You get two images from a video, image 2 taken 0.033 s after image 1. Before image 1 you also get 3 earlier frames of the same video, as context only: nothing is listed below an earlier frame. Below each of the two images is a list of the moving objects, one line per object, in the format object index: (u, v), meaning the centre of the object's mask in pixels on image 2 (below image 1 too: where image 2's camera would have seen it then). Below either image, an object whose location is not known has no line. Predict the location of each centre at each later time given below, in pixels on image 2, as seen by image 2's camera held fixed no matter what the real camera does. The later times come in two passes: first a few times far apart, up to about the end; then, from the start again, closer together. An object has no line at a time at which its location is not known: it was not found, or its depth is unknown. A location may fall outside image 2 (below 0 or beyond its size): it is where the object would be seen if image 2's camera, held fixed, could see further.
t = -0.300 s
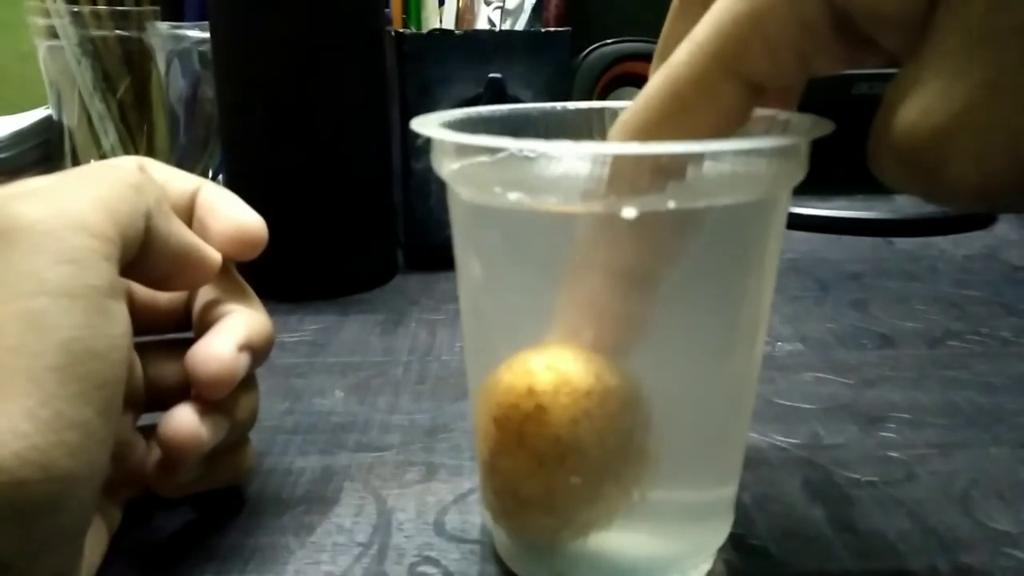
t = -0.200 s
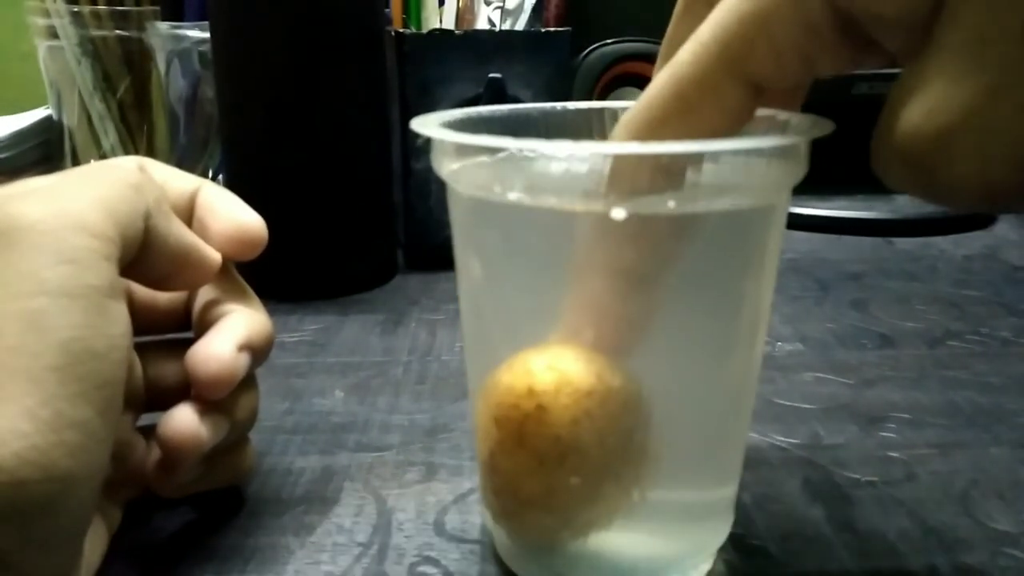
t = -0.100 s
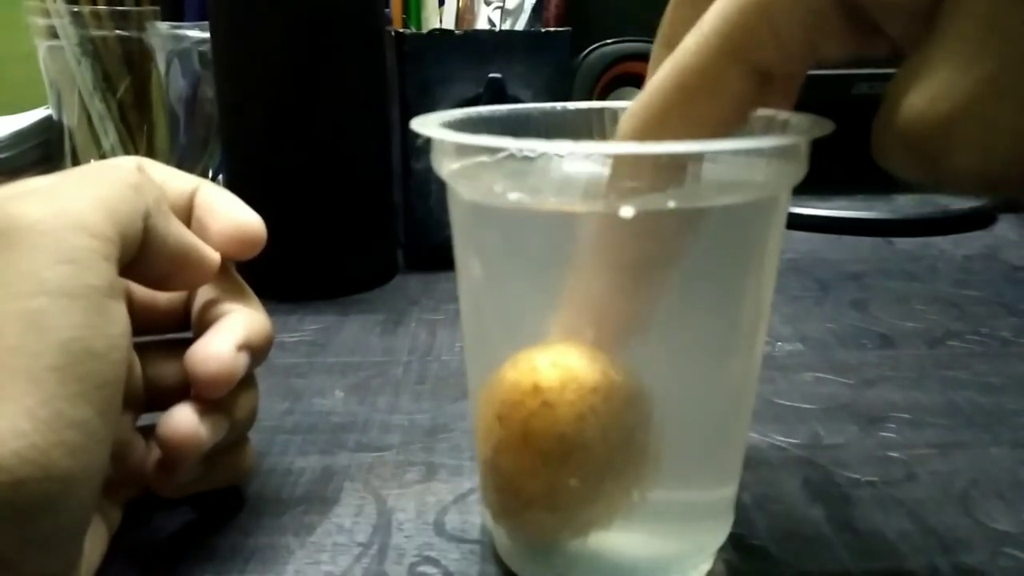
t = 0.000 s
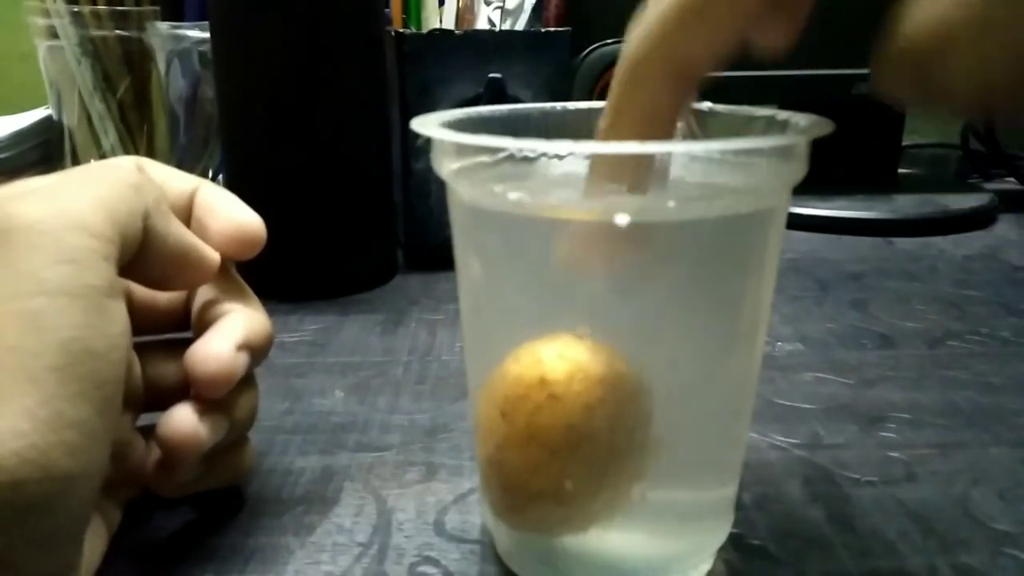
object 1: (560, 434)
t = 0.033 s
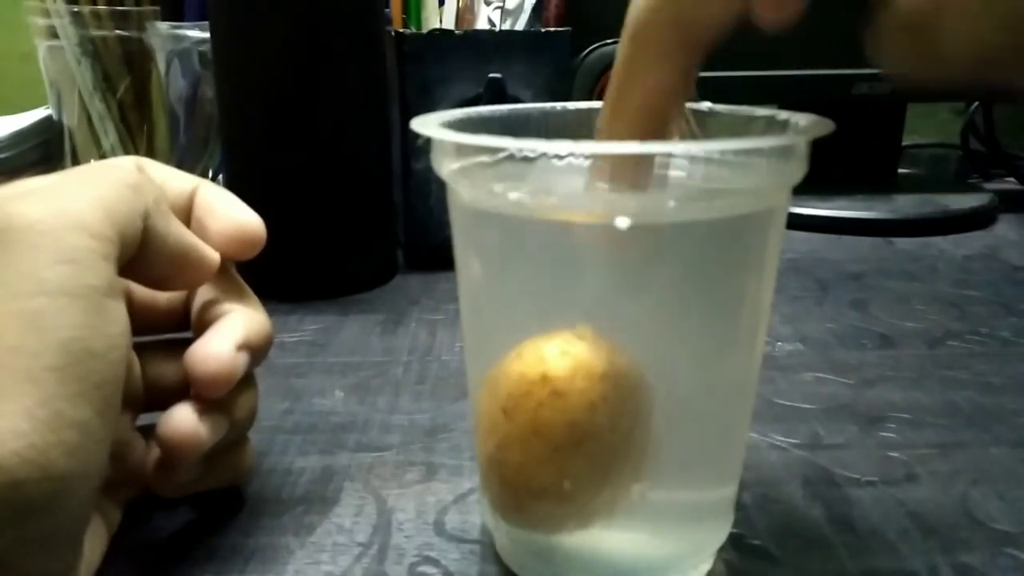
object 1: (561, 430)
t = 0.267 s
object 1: (559, 396)
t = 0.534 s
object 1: (561, 337)
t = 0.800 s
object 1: (578, 276)
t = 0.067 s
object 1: (561, 427)
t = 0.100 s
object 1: (561, 423)
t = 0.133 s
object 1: (561, 419)
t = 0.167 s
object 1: (560, 414)
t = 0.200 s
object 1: (559, 409)
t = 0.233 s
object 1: (558, 402)
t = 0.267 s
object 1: (559, 396)
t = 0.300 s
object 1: (560, 391)
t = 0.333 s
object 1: (559, 382)
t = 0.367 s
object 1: (559, 374)
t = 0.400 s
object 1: (560, 367)
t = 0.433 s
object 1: (561, 359)
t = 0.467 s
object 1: (563, 351)
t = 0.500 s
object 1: (563, 343)
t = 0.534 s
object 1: (561, 337)
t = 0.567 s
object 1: (561, 329)
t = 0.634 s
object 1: (567, 303)
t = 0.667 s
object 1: (565, 306)
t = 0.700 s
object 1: (571, 290)
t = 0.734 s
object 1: (573, 285)
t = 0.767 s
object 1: (575, 280)
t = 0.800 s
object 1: (578, 276)
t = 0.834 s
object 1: (580, 271)
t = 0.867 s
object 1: (584, 265)
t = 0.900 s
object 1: (589, 261)
